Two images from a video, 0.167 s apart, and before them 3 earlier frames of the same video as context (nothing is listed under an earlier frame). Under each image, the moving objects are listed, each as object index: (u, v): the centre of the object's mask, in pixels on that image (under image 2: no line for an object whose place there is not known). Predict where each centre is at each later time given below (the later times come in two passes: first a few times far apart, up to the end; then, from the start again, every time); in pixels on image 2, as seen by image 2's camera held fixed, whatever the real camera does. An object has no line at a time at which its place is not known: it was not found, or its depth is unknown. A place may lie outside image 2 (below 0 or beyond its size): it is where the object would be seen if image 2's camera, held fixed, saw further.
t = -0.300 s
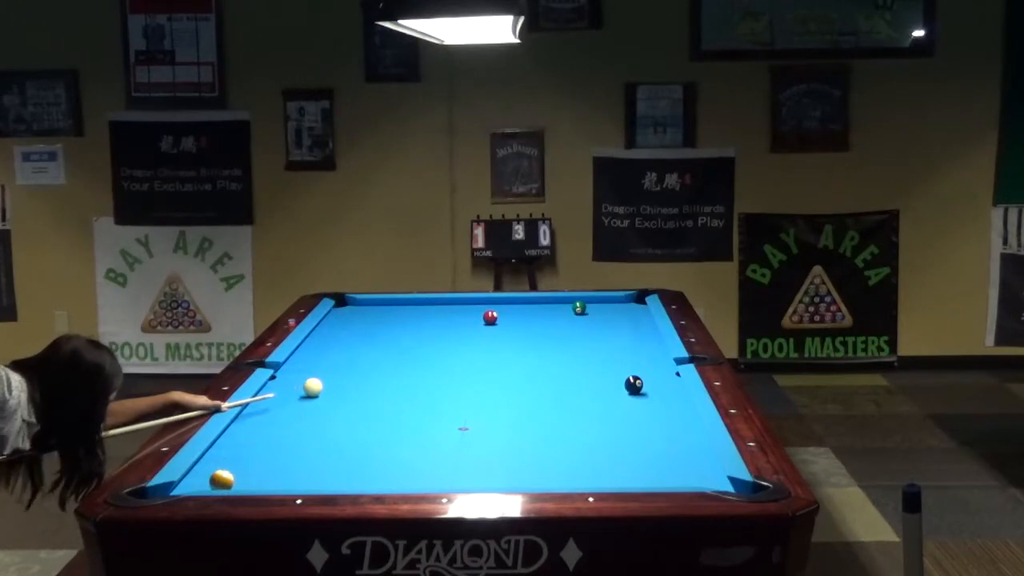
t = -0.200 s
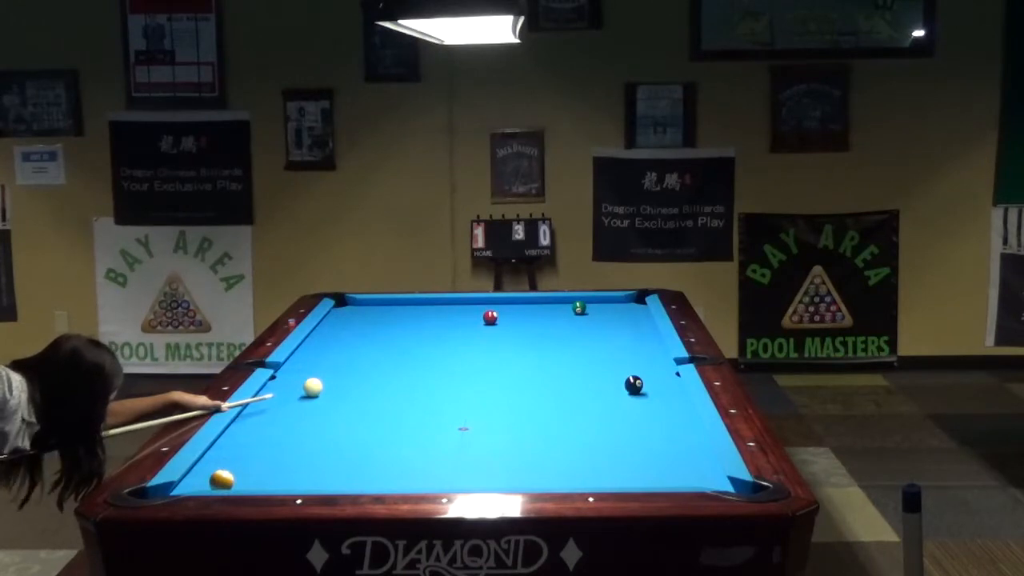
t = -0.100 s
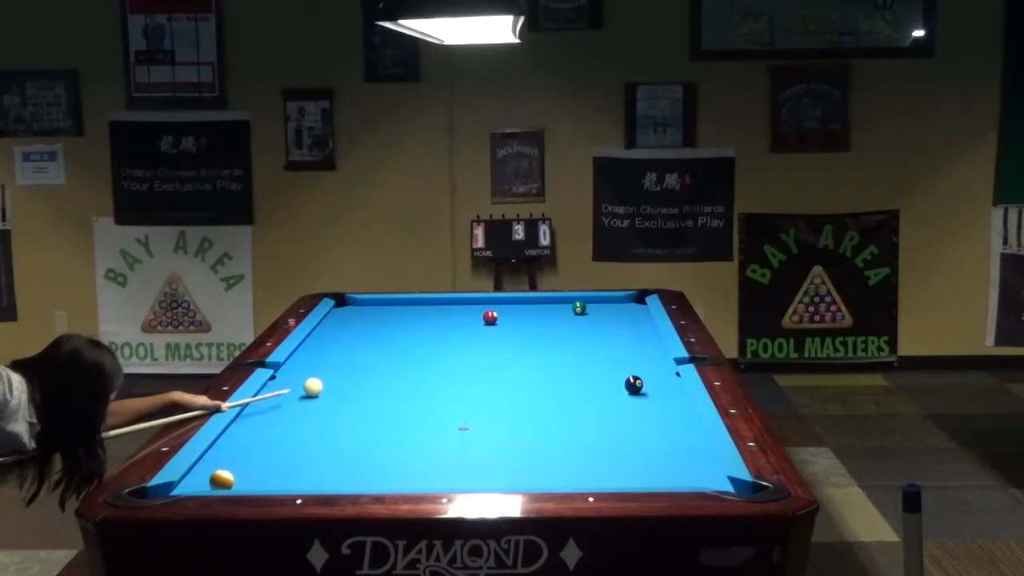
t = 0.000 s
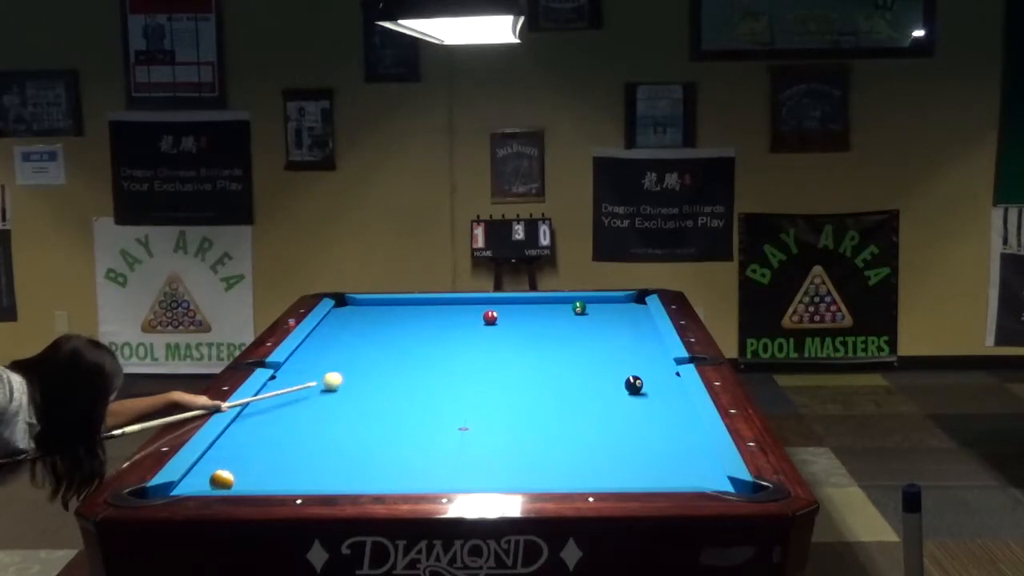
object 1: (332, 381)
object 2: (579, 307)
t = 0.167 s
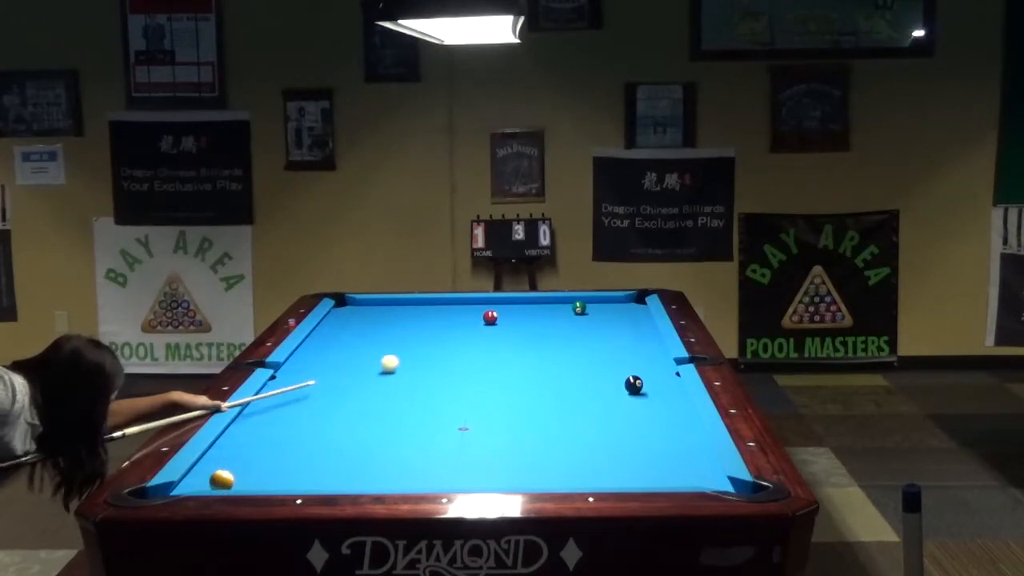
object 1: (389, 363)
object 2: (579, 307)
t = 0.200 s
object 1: (400, 360)
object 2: (579, 307)
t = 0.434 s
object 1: (466, 340)
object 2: (579, 307)
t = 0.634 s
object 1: (517, 324)
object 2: (579, 307)
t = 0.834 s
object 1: (561, 311)
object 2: (579, 307)
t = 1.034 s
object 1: (562, 305)
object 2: (618, 301)
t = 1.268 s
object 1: (560, 299)
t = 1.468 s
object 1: (560, 301)
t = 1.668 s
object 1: (560, 304)
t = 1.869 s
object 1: (561, 307)
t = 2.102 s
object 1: (561, 311)
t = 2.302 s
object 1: (563, 314)
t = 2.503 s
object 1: (563, 316)
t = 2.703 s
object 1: (564, 319)
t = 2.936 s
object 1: (565, 322)
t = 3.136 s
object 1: (565, 324)
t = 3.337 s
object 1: (566, 327)
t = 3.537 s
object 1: (566, 329)
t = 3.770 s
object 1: (567, 331)
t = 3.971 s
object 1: (567, 333)
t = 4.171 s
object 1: (568, 335)
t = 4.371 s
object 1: (569, 337)
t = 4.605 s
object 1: (570, 338)
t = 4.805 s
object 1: (570, 340)
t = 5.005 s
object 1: (571, 341)
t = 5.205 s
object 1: (572, 342)
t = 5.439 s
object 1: (573, 343)
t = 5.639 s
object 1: (573, 344)
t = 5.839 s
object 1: (573, 344)
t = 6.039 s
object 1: (572, 344)
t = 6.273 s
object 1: (572, 345)
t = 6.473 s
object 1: (572, 345)
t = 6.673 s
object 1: (572, 345)
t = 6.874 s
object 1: (572, 345)
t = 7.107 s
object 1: (572, 345)
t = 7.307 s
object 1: (572, 345)
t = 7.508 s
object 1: (572, 345)
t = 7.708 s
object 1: (572, 345)
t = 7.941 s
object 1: (572, 345)
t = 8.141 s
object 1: (572, 345)
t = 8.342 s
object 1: (572, 345)
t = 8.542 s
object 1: (572, 345)
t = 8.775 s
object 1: (572, 345)
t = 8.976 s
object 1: (572, 345)
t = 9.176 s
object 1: (572, 345)
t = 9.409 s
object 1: (572, 345)
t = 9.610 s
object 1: (572, 345)
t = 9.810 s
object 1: (572, 345)
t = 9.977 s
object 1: (572, 345)
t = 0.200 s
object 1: (400, 360)
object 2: (579, 307)
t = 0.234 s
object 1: (410, 357)
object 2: (579, 307)
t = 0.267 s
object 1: (420, 354)
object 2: (579, 307)
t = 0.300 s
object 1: (430, 351)
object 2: (579, 307)
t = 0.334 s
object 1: (439, 348)
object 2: (579, 307)
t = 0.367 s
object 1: (448, 345)
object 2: (579, 307)
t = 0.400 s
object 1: (458, 342)
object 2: (579, 307)
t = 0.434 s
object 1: (466, 340)
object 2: (579, 307)
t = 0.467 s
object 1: (475, 337)
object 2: (579, 307)
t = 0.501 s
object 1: (484, 334)
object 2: (579, 307)
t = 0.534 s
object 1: (493, 332)
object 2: (579, 307)
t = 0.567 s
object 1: (501, 329)
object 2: (579, 307)
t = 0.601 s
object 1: (509, 327)
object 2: (579, 307)
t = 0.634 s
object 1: (517, 324)
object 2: (579, 307)
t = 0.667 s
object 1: (525, 322)
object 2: (579, 307)
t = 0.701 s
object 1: (532, 320)
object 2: (579, 307)
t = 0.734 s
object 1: (540, 317)
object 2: (579, 307)
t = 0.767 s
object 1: (547, 315)
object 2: (579, 307)
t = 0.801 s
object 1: (554, 313)
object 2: (579, 307)
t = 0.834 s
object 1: (561, 311)
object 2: (579, 307)
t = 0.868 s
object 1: (567, 309)
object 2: (580, 307)
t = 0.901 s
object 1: (565, 308)
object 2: (589, 306)
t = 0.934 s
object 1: (563, 308)
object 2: (596, 304)
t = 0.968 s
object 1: (562, 307)
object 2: (604, 304)
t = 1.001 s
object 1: (561, 306)
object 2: (610, 302)
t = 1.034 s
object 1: (562, 305)
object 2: (618, 301)
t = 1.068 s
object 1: (561, 304)
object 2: (622, 300)
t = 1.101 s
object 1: (561, 303)
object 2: (629, 299)
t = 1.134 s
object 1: (561, 302)
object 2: (634, 299)
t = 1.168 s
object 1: (560, 302)
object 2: (639, 297)
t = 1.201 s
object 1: (560, 301)
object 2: (643, 296)
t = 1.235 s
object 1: (560, 300)
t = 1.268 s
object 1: (560, 299)
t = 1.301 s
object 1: (560, 299)
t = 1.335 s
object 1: (559, 299)
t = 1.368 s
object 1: (559, 300)
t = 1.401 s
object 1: (559, 300)
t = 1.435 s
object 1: (559, 300)
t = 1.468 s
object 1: (560, 301)
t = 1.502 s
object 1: (560, 302)
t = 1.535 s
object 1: (560, 302)
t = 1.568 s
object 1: (560, 302)
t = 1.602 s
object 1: (560, 303)
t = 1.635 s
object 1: (560, 304)
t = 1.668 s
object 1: (560, 304)
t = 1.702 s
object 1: (560, 305)
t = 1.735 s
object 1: (561, 305)
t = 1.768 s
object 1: (561, 306)
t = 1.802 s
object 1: (561, 306)
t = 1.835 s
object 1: (561, 307)
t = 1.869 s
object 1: (561, 307)
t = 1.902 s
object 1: (561, 308)
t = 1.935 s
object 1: (561, 308)
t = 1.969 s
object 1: (561, 309)
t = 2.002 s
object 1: (561, 309)
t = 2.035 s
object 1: (561, 310)
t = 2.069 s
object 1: (561, 310)
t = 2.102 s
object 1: (561, 311)
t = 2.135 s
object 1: (562, 311)
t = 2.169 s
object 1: (562, 311)
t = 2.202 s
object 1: (562, 312)
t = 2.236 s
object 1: (562, 312)
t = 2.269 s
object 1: (563, 313)
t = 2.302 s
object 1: (563, 314)
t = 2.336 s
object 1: (563, 314)
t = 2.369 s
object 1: (563, 314)
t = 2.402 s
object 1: (563, 315)
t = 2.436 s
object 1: (563, 315)
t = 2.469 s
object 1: (563, 316)
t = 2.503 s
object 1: (563, 316)
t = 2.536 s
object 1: (564, 317)
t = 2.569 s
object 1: (563, 317)
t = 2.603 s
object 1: (564, 318)
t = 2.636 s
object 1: (564, 318)
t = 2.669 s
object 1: (564, 319)
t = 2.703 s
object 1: (564, 319)
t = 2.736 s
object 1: (564, 319)
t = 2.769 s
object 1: (564, 320)
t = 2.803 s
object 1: (564, 320)
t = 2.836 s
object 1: (564, 320)
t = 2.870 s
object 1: (564, 321)
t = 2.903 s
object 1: (564, 321)
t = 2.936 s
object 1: (565, 322)
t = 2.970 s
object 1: (565, 322)
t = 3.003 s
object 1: (564, 323)
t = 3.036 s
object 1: (565, 323)
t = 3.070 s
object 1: (565, 323)
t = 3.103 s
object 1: (565, 324)
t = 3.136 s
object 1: (565, 324)
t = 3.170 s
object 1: (565, 325)
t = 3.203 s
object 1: (565, 325)
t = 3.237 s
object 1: (565, 326)
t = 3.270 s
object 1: (565, 326)
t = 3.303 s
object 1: (566, 326)
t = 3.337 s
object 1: (566, 327)
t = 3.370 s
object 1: (566, 327)
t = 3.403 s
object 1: (566, 327)
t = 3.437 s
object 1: (566, 328)
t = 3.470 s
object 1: (566, 328)
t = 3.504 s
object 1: (566, 329)
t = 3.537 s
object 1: (566, 329)
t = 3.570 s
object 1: (566, 329)
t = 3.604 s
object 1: (566, 330)
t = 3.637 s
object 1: (566, 330)
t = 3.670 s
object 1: (567, 330)
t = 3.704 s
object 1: (567, 331)
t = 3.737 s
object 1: (567, 331)
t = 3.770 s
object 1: (567, 331)
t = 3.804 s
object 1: (567, 332)
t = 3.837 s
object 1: (567, 332)
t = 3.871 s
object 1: (567, 332)
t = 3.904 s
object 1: (567, 333)
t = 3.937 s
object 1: (567, 333)
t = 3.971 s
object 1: (567, 333)
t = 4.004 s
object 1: (567, 334)
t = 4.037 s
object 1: (567, 334)
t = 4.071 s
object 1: (567, 334)
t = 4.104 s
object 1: (567, 334)
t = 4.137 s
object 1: (568, 335)
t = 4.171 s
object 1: (568, 335)
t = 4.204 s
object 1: (568, 335)
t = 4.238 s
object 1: (568, 336)
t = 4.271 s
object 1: (568, 336)
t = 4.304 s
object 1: (568, 336)
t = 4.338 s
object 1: (569, 336)
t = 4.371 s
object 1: (569, 337)
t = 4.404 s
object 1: (569, 337)
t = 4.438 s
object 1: (569, 337)
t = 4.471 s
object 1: (569, 338)
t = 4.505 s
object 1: (569, 338)
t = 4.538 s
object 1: (569, 338)
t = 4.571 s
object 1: (570, 338)
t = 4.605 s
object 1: (570, 338)
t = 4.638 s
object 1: (570, 339)
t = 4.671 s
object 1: (570, 339)
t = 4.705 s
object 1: (570, 339)
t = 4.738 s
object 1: (570, 339)
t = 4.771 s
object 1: (570, 340)
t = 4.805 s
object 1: (570, 340)
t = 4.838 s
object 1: (571, 340)
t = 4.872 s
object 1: (571, 340)
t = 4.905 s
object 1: (571, 341)
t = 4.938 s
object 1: (571, 341)
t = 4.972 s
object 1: (571, 341)
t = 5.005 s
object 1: (571, 341)
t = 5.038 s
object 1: (572, 341)
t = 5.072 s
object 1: (572, 341)
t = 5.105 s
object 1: (572, 342)
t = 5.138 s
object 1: (572, 342)
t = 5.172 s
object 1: (572, 342)
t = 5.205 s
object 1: (572, 342)
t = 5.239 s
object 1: (572, 342)
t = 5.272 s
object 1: (572, 342)
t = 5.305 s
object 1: (572, 342)
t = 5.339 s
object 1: (572, 343)
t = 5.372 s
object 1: (572, 343)
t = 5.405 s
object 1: (573, 343)
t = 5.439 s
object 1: (573, 343)
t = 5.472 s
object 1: (573, 343)
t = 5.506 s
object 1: (573, 343)
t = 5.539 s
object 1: (573, 343)
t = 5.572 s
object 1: (573, 343)
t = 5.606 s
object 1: (573, 344)
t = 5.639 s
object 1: (573, 344)
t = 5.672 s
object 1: (573, 344)
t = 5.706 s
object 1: (573, 344)
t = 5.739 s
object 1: (573, 344)
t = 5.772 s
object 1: (573, 344)
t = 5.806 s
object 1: (573, 344)
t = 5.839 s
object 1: (573, 344)
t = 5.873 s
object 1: (573, 344)
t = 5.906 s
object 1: (573, 344)
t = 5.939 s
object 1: (572, 344)
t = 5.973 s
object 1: (572, 344)
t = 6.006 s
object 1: (572, 344)
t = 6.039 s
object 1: (572, 344)
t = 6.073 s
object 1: (572, 344)
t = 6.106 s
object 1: (572, 344)
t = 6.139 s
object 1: (572, 344)
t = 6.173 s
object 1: (572, 344)
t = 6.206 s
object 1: (572, 345)
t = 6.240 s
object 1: (572, 344)
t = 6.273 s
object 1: (572, 345)
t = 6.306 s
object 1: (572, 345)
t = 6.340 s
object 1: (572, 345)
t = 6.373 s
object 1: (572, 345)
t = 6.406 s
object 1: (572, 345)
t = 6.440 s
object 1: (572, 345)
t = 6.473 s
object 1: (572, 345)
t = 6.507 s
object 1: (572, 345)
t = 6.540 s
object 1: (572, 345)
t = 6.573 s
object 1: (572, 344)
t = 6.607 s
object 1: (572, 345)
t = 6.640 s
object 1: (572, 345)
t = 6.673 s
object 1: (572, 345)
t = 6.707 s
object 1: (572, 345)
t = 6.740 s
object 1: (572, 345)
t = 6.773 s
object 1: (572, 345)
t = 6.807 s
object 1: (572, 345)
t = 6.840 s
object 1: (572, 345)
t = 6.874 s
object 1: (572, 345)
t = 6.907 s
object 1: (572, 345)
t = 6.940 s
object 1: (572, 345)
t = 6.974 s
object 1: (572, 345)
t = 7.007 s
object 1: (572, 345)
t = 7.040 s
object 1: (572, 345)
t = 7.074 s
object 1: (572, 345)
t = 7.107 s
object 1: (572, 345)
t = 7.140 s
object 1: (572, 345)
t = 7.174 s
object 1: (572, 345)
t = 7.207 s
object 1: (572, 345)
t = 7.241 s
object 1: (572, 345)
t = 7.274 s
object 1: (572, 345)
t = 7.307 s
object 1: (572, 345)
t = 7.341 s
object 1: (572, 345)
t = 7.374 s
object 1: (572, 345)
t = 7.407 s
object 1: (572, 345)
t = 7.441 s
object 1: (572, 345)
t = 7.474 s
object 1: (572, 345)
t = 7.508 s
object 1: (572, 345)
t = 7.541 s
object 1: (572, 345)
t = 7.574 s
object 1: (572, 345)
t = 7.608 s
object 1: (572, 345)
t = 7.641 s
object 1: (572, 345)
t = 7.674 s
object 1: (572, 345)
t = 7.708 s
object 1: (572, 345)
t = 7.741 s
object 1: (572, 345)
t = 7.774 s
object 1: (572, 345)
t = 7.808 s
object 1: (572, 345)
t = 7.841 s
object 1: (572, 345)
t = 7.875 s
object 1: (572, 345)
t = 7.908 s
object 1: (572, 345)
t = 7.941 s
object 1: (572, 345)
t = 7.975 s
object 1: (572, 345)
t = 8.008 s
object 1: (572, 345)
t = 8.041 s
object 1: (572, 345)
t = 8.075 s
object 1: (572, 345)
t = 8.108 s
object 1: (572, 345)
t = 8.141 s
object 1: (572, 345)
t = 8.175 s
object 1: (572, 345)
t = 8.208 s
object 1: (572, 345)
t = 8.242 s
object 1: (572, 345)
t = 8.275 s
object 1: (572, 345)
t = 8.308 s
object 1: (572, 345)
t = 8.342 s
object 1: (572, 345)
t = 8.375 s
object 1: (572, 345)
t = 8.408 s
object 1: (572, 345)
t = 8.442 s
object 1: (572, 345)
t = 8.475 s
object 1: (572, 345)
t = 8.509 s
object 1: (572, 345)
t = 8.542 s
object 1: (572, 345)
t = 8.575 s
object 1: (572, 345)
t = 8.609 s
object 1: (572, 345)
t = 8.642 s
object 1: (572, 345)
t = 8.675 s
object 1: (572, 345)
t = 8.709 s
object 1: (572, 345)
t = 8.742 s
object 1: (572, 345)
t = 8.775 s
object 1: (572, 345)
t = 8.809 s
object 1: (572, 345)
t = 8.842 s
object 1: (572, 345)
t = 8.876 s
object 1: (572, 345)
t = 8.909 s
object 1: (572, 345)
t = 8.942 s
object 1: (572, 345)
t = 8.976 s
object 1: (572, 345)
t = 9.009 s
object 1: (572, 345)
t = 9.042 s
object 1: (572, 345)
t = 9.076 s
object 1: (572, 345)
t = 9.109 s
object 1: (572, 345)
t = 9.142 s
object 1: (572, 345)
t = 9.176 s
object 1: (572, 345)
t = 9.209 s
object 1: (572, 345)
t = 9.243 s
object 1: (572, 345)
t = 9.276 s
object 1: (572, 345)
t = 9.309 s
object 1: (572, 345)
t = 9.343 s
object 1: (572, 345)
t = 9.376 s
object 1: (572, 345)
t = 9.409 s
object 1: (572, 345)
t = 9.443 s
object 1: (572, 345)
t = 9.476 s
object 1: (572, 345)
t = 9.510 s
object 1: (572, 345)
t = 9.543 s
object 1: (572, 345)
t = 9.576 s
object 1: (572, 345)
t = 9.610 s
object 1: (572, 345)
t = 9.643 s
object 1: (572, 345)
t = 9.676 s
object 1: (572, 345)
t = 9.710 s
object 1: (572, 345)
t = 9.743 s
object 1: (572, 345)
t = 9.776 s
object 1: (572, 345)
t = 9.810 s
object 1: (572, 345)
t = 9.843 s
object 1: (572, 345)
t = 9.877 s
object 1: (572, 345)
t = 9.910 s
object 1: (572, 345)
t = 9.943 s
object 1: (572, 345)
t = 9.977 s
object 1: (572, 345)
